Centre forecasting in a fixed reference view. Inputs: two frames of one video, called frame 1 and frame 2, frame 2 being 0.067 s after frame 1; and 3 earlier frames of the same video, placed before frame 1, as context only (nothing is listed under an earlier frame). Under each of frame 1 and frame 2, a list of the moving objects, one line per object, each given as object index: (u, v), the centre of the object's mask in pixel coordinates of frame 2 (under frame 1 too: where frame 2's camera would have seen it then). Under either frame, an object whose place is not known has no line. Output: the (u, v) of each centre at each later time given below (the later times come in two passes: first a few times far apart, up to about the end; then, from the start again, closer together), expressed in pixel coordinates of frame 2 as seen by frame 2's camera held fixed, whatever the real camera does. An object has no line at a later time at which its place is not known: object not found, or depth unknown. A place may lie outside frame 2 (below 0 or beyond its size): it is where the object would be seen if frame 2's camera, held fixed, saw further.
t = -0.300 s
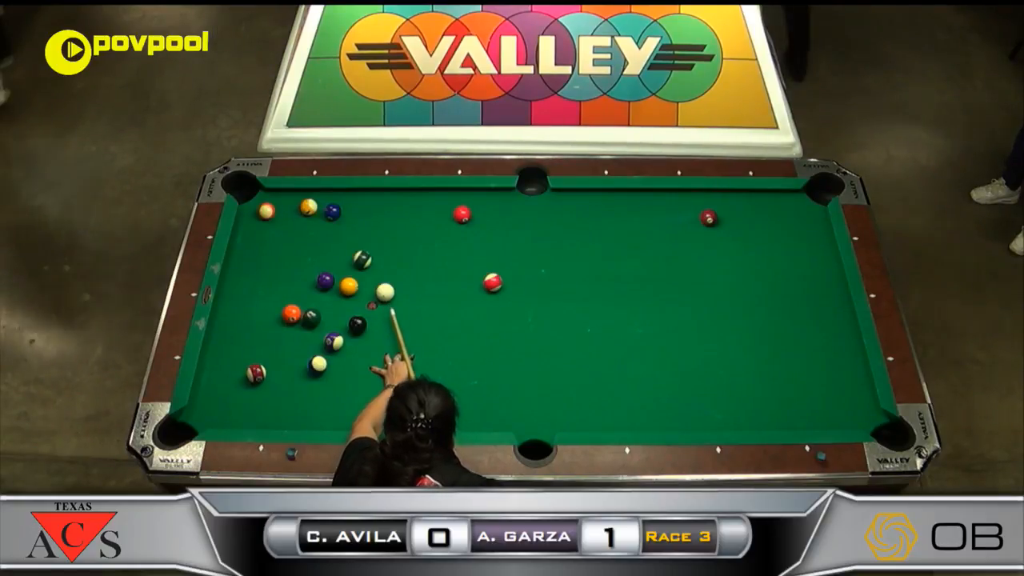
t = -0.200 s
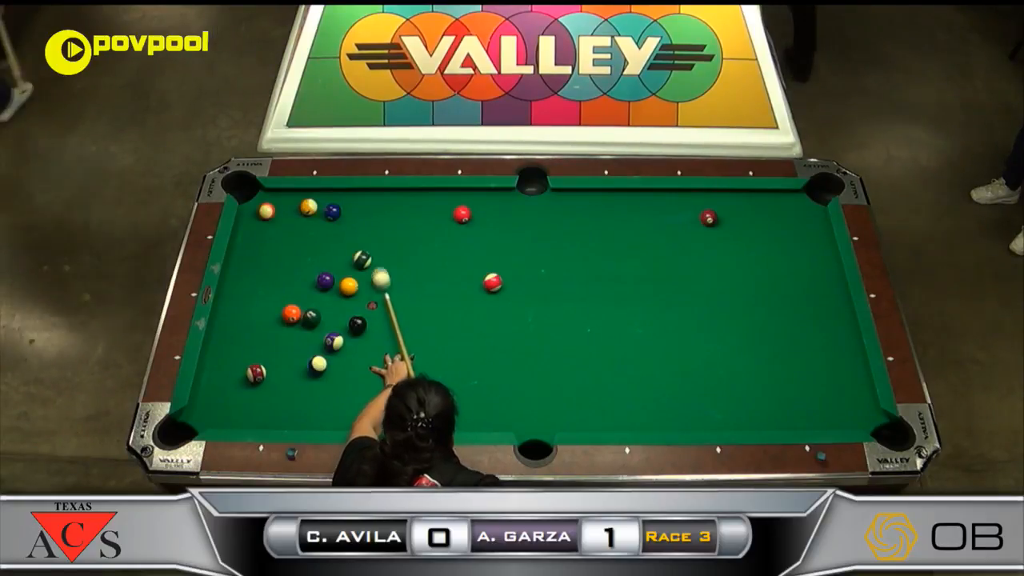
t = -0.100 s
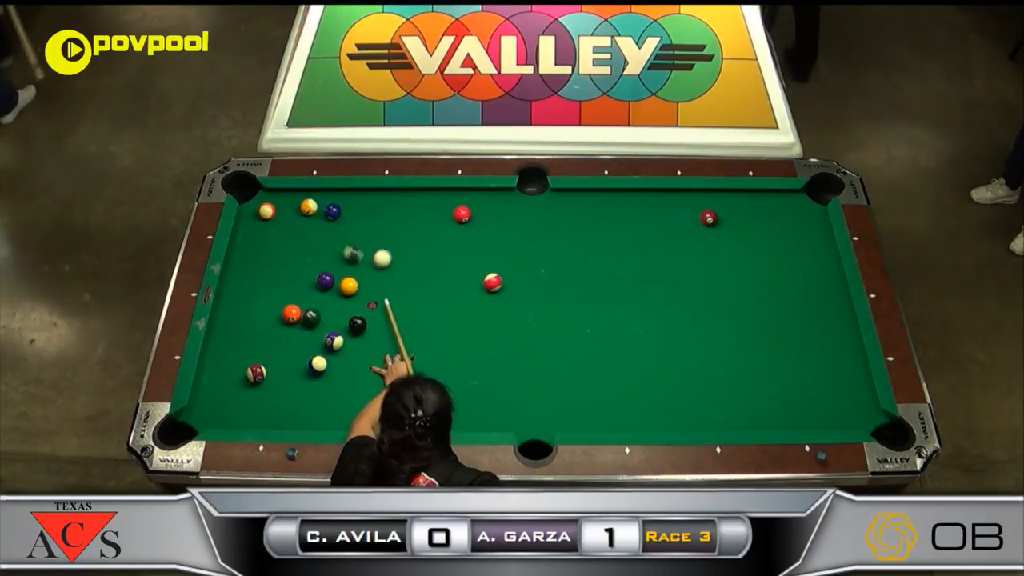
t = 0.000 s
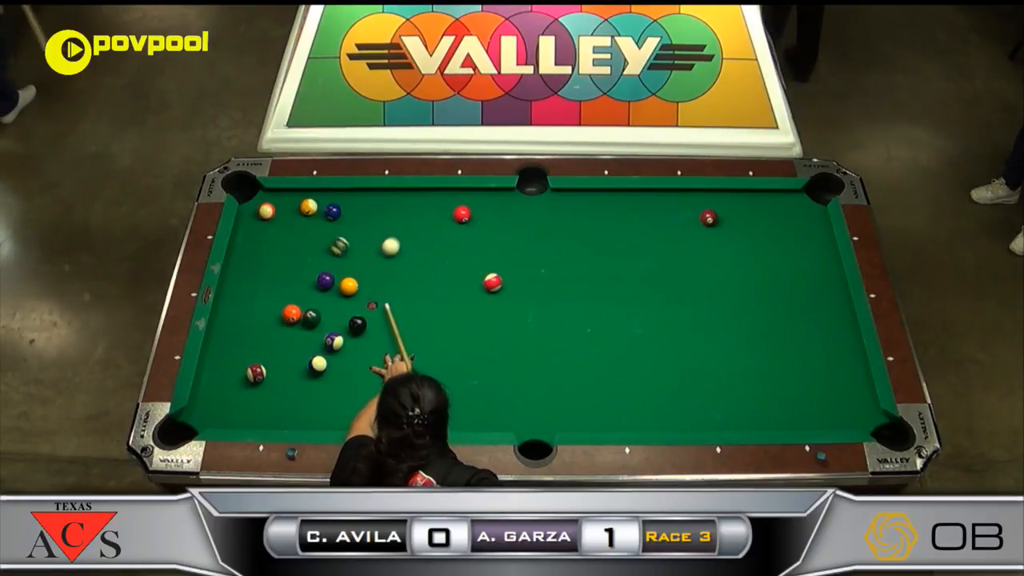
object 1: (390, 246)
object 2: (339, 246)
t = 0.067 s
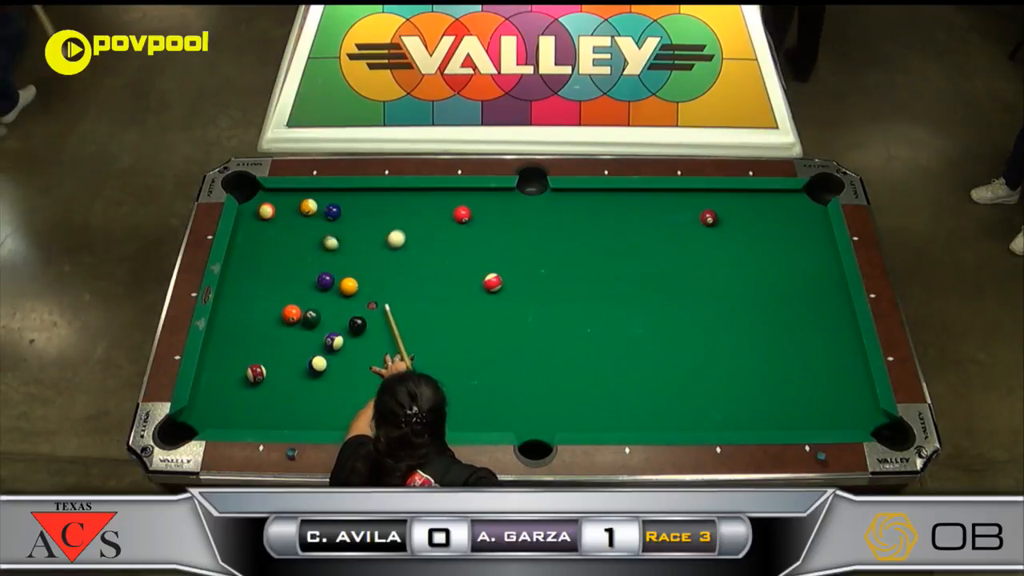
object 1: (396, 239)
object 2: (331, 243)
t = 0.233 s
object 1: (409, 220)
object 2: (311, 230)
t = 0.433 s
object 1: (424, 199)
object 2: (289, 216)
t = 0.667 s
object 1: (439, 203)
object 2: (281, 204)
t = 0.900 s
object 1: (446, 214)
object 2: (280, 196)
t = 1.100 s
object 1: (445, 223)
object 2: (279, 201)
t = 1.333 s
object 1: (443, 231)
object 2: (280, 205)
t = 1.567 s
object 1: (442, 239)
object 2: (284, 208)
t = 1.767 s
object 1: (441, 245)
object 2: (286, 209)
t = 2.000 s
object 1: (439, 251)
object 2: (290, 211)
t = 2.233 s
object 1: (439, 255)
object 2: (292, 212)
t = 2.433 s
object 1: (438, 258)
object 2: (292, 213)
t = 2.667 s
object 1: (437, 261)
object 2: (292, 213)
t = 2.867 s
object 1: (437, 262)
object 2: (292, 212)
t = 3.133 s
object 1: (437, 263)
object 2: (292, 212)
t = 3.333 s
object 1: (437, 263)
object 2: (292, 212)
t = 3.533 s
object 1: (437, 263)
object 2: (292, 212)
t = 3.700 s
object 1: (437, 264)
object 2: (292, 212)
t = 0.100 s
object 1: (399, 235)
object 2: (327, 239)
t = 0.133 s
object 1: (401, 231)
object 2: (322, 235)
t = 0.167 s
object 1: (404, 227)
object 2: (317, 233)
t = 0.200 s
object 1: (407, 224)
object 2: (315, 232)
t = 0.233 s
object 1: (409, 220)
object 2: (311, 230)
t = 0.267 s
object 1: (412, 216)
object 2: (308, 227)
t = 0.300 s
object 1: (415, 213)
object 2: (304, 225)
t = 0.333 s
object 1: (417, 210)
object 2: (300, 222)
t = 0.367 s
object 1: (419, 206)
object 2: (296, 222)
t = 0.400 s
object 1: (422, 203)
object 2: (292, 220)
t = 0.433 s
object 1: (424, 199)
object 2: (289, 216)
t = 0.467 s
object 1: (427, 196)
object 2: (284, 213)
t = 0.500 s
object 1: (429, 194)
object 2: (282, 212)
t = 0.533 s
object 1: (431, 195)
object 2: (282, 210)
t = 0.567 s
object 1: (433, 197)
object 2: (282, 209)
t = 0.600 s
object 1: (435, 199)
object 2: (282, 207)
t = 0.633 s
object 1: (437, 201)
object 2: (281, 205)
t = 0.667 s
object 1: (439, 203)
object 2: (281, 204)
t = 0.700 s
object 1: (440, 205)
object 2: (281, 203)
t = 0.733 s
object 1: (442, 206)
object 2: (281, 200)
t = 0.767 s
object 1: (444, 208)
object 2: (281, 198)
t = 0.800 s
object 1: (446, 210)
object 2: (281, 197)
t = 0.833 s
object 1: (446, 212)
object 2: (281, 195)
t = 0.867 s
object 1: (446, 213)
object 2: (281, 195)
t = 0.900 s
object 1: (446, 214)
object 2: (280, 196)
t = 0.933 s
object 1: (445, 216)
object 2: (280, 197)
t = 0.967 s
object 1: (445, 217)
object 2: (280, 198)
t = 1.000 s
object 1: (445, 219)
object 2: (279, 198)
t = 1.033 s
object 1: (445, 220)
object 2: (279, 199)
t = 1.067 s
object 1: (445, 221)
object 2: (279, 200)
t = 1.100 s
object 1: (445, 223)
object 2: (279, 201)
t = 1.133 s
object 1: (444, 224)
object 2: (278, 202)
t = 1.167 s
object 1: (444, 225)
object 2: (278, 203)
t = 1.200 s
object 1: (444, 227)
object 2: (278, 204)
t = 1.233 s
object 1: (444, 228)
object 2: (278, 204)
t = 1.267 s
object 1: (444, 229)
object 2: (279, 204)
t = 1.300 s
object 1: (444, 230)
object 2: (279, 205)
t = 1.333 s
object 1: (443, 231)
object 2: (280, 205)
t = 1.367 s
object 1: (443, 233)
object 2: (281, 206)
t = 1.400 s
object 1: (443, 234)
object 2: (281, 206)
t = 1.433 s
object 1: (443, 235)
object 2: (282, 206)
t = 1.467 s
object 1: (442, 236)
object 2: (282, 207)
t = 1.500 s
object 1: (442, 237)
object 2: (283, 208)
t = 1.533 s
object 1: (442, 238)
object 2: (283, 208)
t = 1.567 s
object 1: (442, 239)
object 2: (284, 208)
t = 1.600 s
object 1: (442, 240)
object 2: (285, 208)
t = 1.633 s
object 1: (441, 241)
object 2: (285, 208)
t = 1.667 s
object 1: (441, 242)
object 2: (285, 209)
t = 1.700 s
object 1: (441, 243)
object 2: (285, 209)
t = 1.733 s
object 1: (441, 244)
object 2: (286, 209)
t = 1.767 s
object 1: (441, 245)
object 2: (286, 209)
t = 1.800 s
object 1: (440, 246)
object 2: (287, 209)
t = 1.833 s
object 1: (440, 247)
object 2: (287, 210)
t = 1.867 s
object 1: (440, 247)
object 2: (288, 210)
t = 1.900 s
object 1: (440, 248)
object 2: (288, 210)
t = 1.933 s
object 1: (440, 249)
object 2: (289, 211)
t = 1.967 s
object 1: (440, 250)
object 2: (289, 211)
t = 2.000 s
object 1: (439, 251)
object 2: (290, 211)
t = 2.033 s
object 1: (439, 251)
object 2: (290, 211)
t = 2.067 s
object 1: (439, 252)
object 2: (291, 211)
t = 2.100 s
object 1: (439, 253)
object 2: (291, 212)
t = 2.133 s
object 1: (439, 253)
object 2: (292, 212)
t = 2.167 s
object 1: (439, 254)
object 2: (292, 212)
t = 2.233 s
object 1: (439, 255)
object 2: (292, 212)
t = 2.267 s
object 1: (438, 255)
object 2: (292, 213)
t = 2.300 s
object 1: (438, 257)
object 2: (292, 213)
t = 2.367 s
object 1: (438, 257)
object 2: (292, 213)
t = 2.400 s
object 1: (438, 258)
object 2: (292, 213)
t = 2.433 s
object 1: (438, 258)
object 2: (292, 213)
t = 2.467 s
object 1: (438, 259)
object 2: (292, 213)
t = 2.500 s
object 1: (438, 259)
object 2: (292, 213)
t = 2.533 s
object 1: (437, 259)
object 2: (292, 213)
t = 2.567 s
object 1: (437, 260)
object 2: (292, 213)
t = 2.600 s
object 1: (437, 260)
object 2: (292, 213)
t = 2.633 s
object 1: (437, 260)
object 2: (292, 213)
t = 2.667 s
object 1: (437, 261)
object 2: (292, 213)
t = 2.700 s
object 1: (437, 261)
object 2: (292, 213)
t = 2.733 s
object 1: (437, 261)
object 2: (292, 213)
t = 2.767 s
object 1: (437, 262)
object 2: (292, 212)
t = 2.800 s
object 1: (437, 262)
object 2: (292, 212)
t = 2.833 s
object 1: (437, 262)
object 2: (292, 212)
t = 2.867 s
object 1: (437, 262)
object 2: (292, 212)
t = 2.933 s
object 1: (437, 263)
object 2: (292, 212)
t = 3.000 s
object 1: (437, 263)
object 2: (292, 212)
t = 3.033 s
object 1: (437, 263)
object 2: (292, 212)
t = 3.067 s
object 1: (437, 263)
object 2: (292, 212)
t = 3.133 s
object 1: (437, 263)
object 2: (292, 212)
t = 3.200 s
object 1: (437, 263)
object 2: (292, 212)
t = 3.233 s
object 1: (437, 263)
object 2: (292, 212)
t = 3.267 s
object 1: (437, 264)
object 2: (292, 212)
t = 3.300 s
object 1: (437, 263)
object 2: (292, 212)
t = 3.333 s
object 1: (437, 263)
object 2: (292, 212)
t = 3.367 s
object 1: (437, 263)
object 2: (292, 212)
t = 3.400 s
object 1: (437, 263)
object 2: (292, 212)
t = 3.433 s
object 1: (437, 263)
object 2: (292, 212)
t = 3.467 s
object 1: (437, 263)
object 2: (292, 212)
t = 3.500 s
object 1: (437, 263)
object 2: (292, 212)
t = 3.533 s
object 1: (437, 263)
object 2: (292, 212)
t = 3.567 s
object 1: (437, 263)
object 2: (292, 212)
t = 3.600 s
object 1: (437, 263)
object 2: (292, 212)
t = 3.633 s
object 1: (438, 264)
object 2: (292, 212)
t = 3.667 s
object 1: (437, 264)
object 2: (292, 212)
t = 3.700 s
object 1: (437, 264)
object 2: (292, 212)
